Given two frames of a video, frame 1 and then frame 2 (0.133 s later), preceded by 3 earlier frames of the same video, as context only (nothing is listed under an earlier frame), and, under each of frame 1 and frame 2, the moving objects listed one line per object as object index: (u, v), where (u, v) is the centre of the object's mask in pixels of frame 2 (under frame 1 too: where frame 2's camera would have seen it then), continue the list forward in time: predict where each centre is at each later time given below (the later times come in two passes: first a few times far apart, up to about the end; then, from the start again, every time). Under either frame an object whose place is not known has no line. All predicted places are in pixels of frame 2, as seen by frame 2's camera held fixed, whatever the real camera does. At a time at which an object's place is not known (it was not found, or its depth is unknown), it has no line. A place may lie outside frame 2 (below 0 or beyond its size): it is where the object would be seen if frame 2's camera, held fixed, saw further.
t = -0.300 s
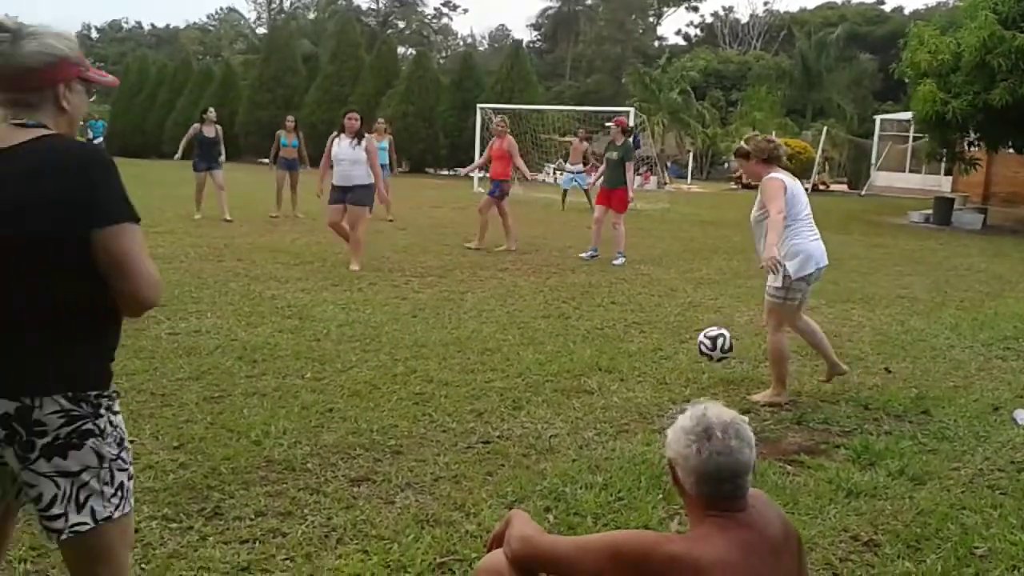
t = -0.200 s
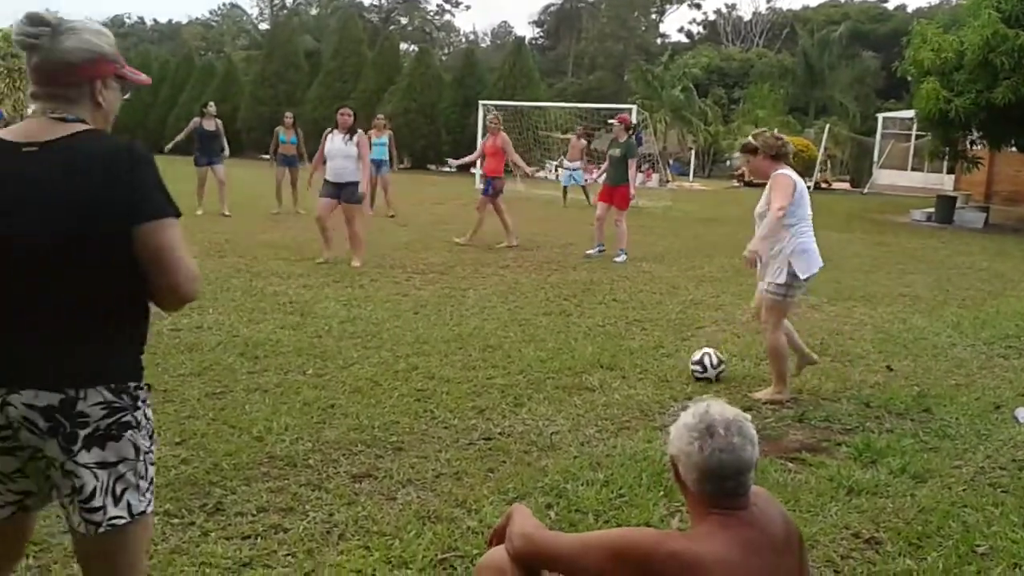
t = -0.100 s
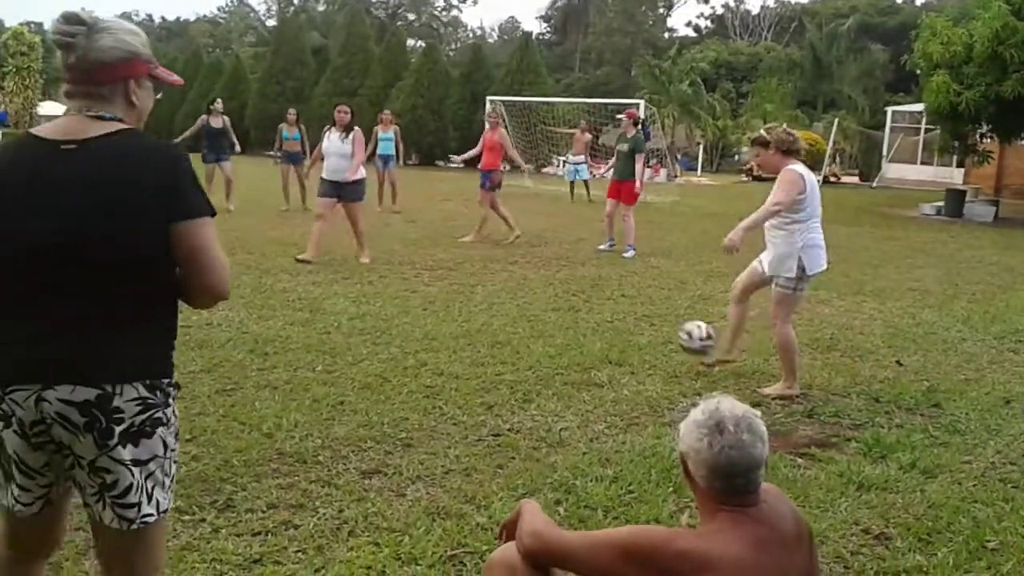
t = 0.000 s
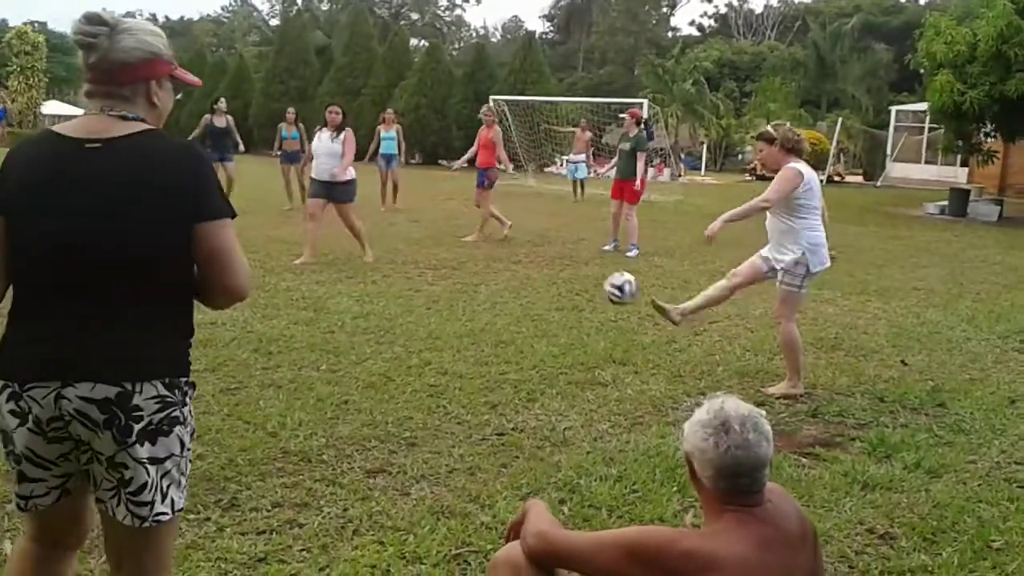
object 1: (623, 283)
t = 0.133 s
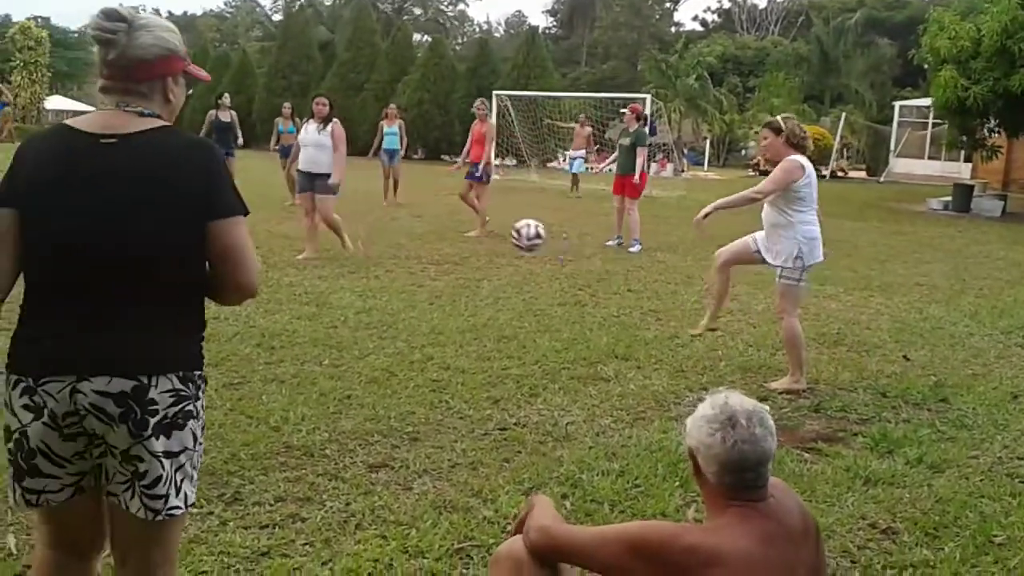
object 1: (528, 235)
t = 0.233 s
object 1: (459, 217)
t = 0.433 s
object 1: (329, 221)
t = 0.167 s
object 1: (505, 227)
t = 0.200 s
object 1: (483, 220)
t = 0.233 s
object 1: (459, 217)
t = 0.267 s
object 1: (437, 213)
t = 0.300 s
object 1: (415, 212)
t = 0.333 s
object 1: (394, 212)
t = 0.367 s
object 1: (372, 214)
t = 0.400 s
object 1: (351, 217)
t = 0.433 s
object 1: (329, 221)
